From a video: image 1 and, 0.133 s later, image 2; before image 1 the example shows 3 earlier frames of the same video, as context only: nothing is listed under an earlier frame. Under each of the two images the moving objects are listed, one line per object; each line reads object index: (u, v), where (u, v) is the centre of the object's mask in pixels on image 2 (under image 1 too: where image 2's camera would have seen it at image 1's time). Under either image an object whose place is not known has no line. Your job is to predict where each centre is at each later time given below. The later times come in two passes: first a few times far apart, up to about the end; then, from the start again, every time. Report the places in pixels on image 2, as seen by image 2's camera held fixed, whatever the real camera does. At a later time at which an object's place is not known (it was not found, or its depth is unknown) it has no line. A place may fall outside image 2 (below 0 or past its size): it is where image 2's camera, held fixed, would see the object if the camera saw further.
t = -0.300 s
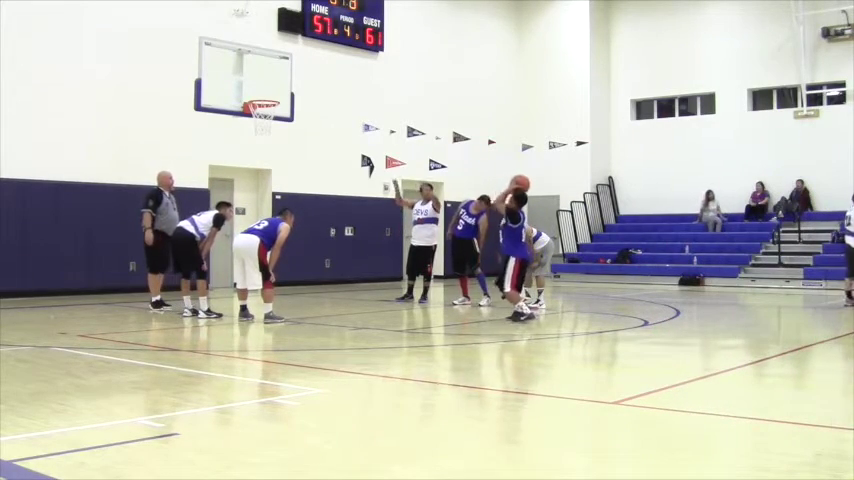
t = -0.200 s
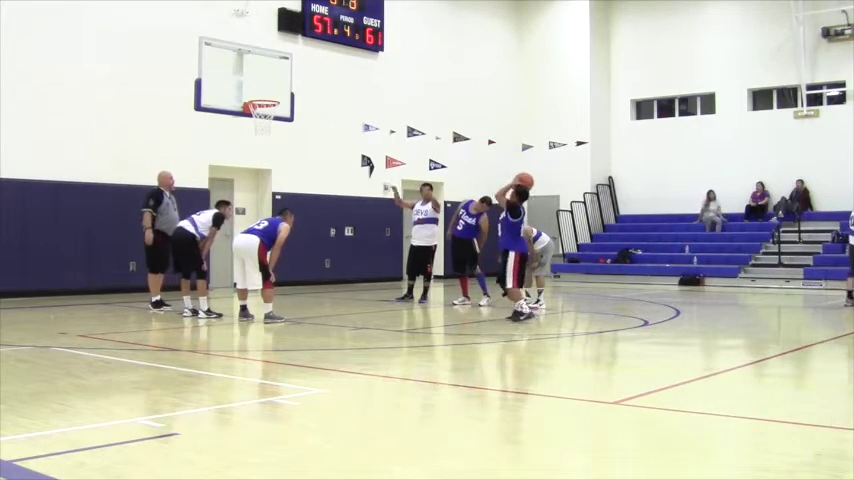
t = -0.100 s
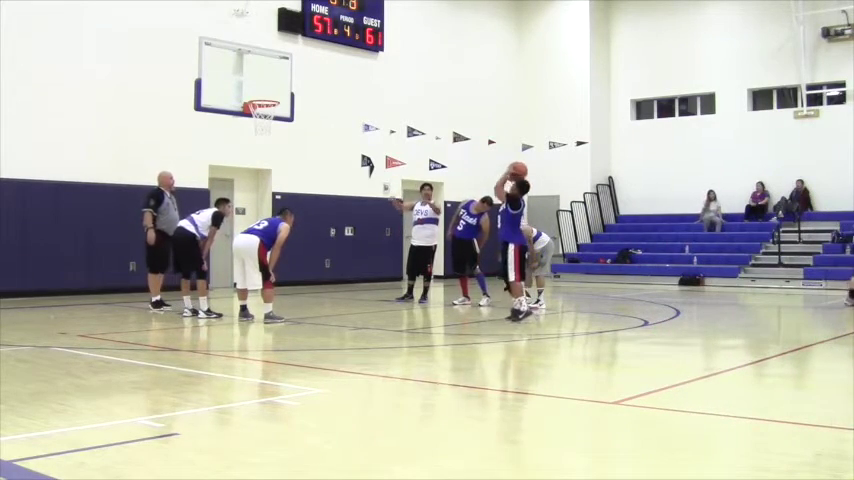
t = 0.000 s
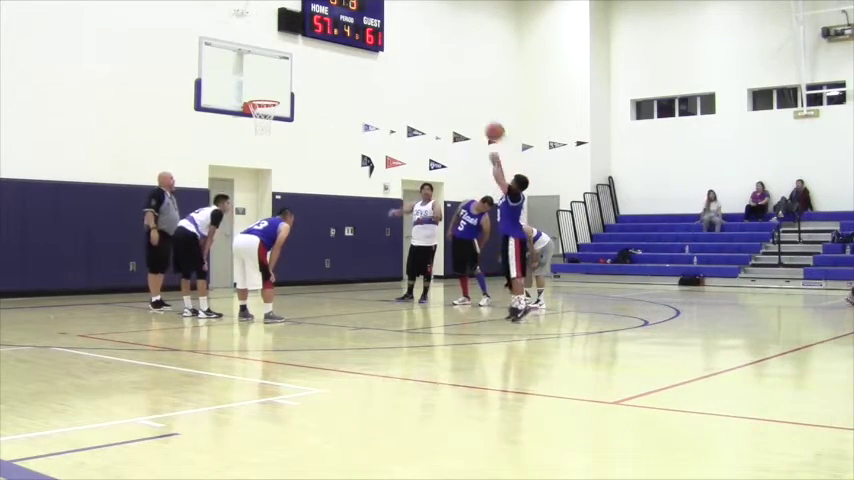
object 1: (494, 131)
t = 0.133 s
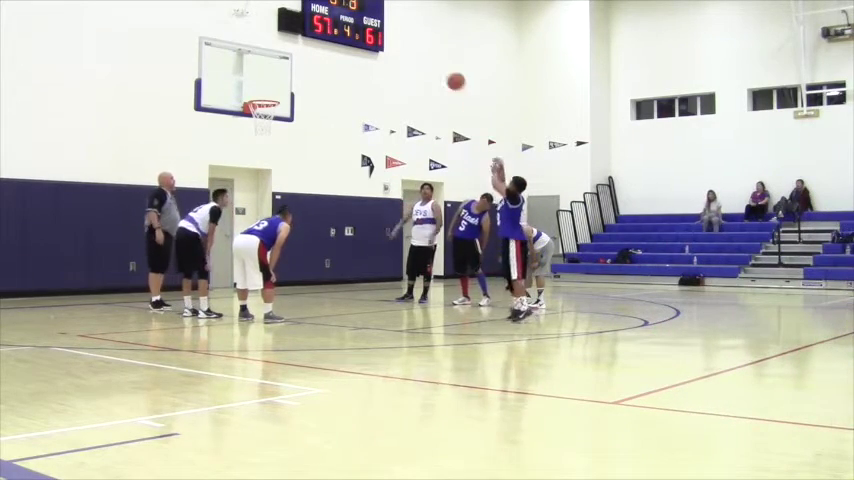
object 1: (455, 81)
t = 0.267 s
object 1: (419, 47)
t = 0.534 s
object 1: (354, 23)
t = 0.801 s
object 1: (295, 47)
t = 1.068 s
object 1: (256, 85)
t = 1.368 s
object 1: (280, 59)
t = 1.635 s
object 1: (302, 83)
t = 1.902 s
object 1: (325, 156)
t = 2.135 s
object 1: (347, 261)
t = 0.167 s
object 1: (446, 71)
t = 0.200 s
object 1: (437, 62)
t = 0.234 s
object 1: (428, 54)
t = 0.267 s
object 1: (419, 47)
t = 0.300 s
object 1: (410, 41)
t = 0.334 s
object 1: (401, 36)
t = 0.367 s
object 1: (393, 32)
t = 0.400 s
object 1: (385, 28)
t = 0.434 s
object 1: (377, 25)
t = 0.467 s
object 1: (368, 24)
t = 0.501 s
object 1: (361, 23)
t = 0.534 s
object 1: (354, 23)
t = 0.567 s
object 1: (344, 23)
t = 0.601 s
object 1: (336, 24)
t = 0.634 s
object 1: (330, 26)
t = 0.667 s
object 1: (324, 29)
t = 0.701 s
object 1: (314, 33)
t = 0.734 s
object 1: (308, 37)
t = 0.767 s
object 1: (301, 42)
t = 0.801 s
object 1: (295, 47)
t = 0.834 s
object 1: (287, 54)
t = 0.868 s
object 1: (281, 60)
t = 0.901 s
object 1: (274, 69)
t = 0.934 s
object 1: (267, 77)
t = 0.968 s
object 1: (261, 85)
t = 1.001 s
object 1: (255, 94)
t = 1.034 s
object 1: (253, 91)
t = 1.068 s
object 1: (256, 85)
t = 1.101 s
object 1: (258, 79)
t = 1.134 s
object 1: (261, 74)
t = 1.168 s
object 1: (264, 70)
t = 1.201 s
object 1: (267, 66)
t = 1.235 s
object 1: (269, 63)
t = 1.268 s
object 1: (272, 61)
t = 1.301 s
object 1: (275, 60)
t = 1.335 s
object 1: (277, 59)
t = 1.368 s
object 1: (280, 59)
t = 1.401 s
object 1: (283, 60)
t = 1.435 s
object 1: (286, 60)
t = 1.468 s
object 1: (288, 62)
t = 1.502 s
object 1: (291, 65)
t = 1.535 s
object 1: (294, 68)
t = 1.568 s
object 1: (297, 73)
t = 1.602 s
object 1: (299, 78)
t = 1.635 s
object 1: (302, 83)
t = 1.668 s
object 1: (305, 90)
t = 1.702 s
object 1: (308, 97)
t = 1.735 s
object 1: (311, 105)
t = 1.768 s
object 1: (313, 113)
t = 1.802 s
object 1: (316, 123)
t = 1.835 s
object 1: (319, 133)
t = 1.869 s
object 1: (322, 144)
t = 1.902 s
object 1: (325, 156)
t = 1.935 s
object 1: (328, 169)
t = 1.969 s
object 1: (331, 182)
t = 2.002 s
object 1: (335, 198)
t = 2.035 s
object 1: (338, 211)
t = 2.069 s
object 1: (341, 227)
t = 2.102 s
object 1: (344, 244)
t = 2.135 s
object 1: (347, 261)
